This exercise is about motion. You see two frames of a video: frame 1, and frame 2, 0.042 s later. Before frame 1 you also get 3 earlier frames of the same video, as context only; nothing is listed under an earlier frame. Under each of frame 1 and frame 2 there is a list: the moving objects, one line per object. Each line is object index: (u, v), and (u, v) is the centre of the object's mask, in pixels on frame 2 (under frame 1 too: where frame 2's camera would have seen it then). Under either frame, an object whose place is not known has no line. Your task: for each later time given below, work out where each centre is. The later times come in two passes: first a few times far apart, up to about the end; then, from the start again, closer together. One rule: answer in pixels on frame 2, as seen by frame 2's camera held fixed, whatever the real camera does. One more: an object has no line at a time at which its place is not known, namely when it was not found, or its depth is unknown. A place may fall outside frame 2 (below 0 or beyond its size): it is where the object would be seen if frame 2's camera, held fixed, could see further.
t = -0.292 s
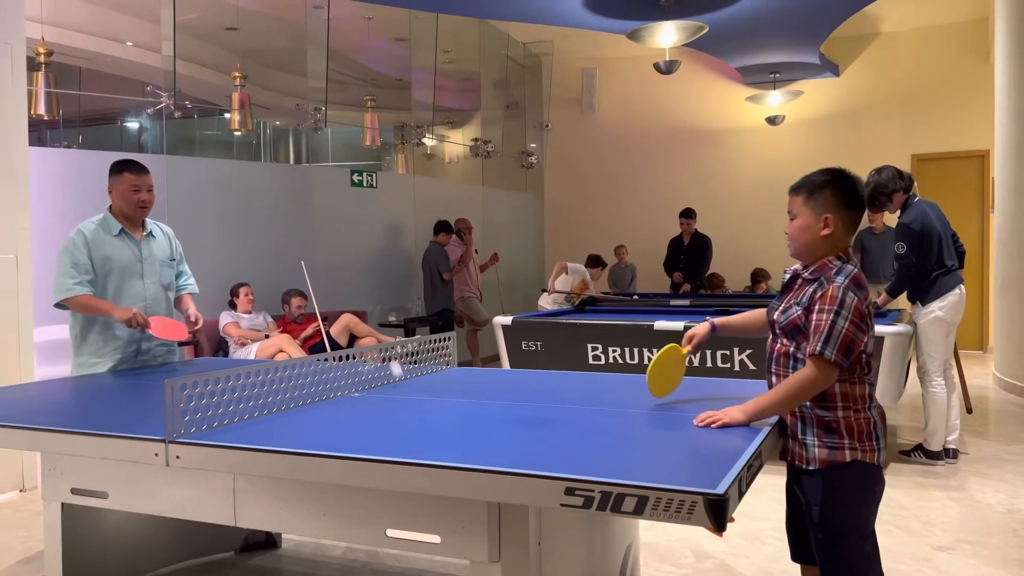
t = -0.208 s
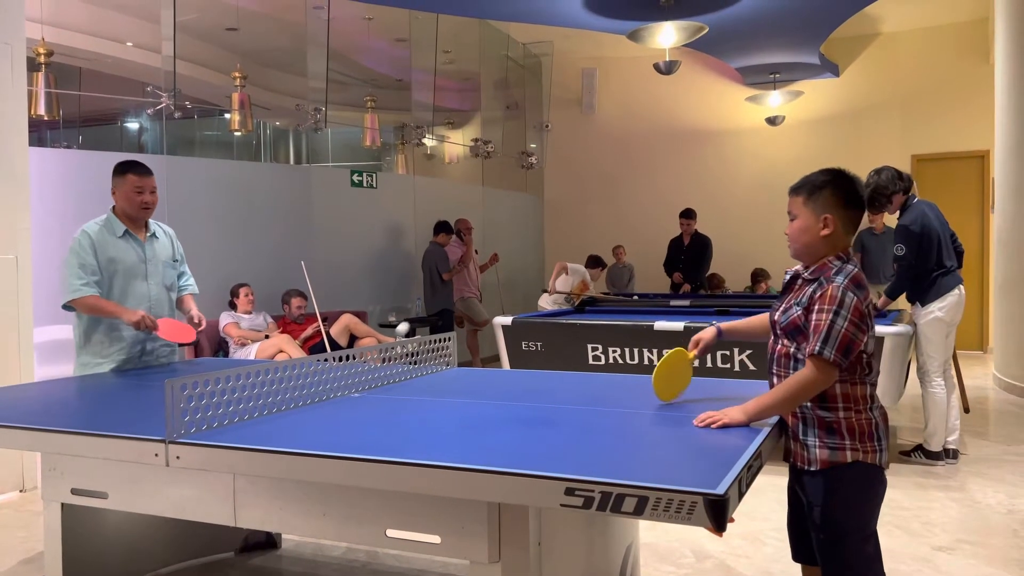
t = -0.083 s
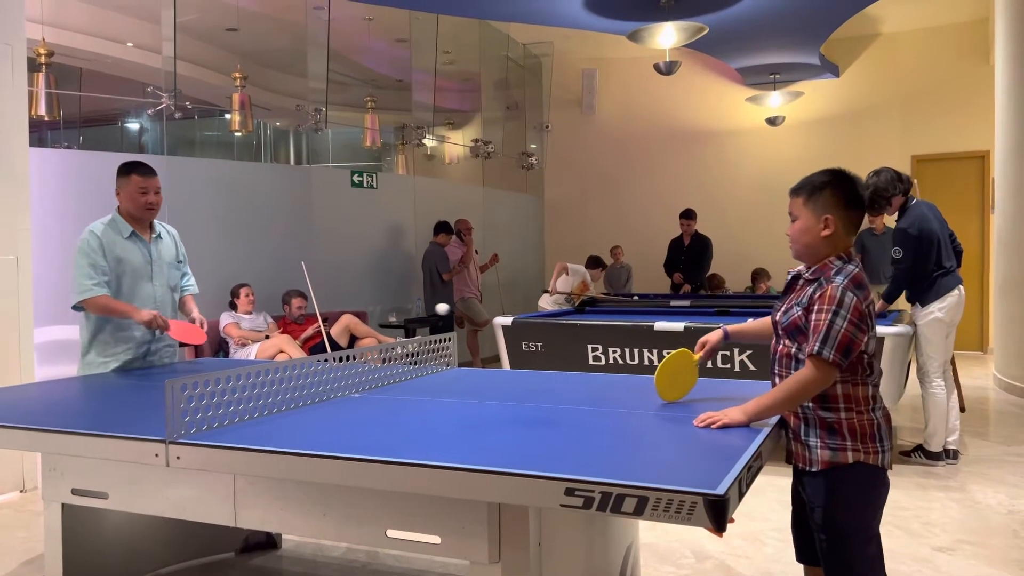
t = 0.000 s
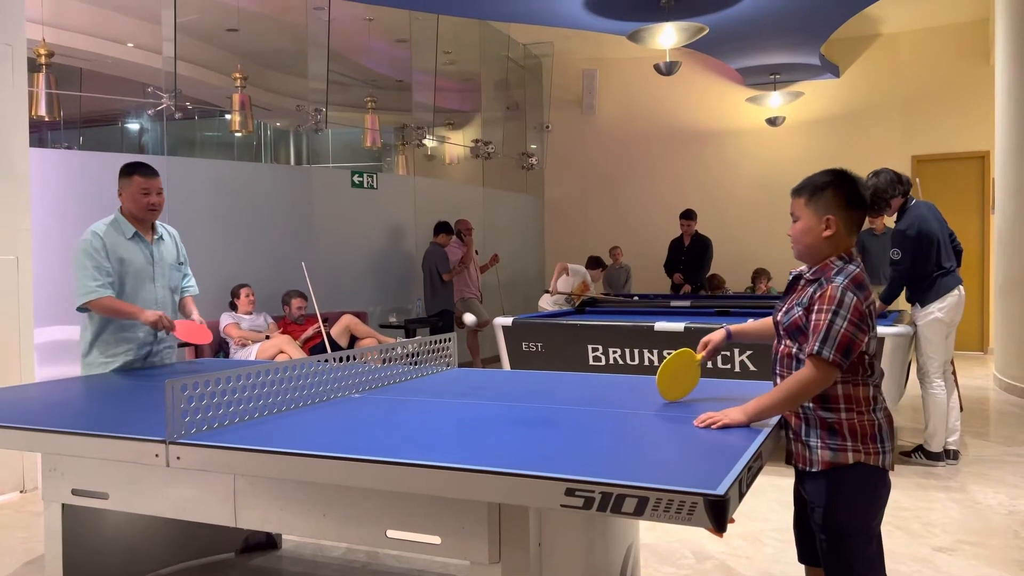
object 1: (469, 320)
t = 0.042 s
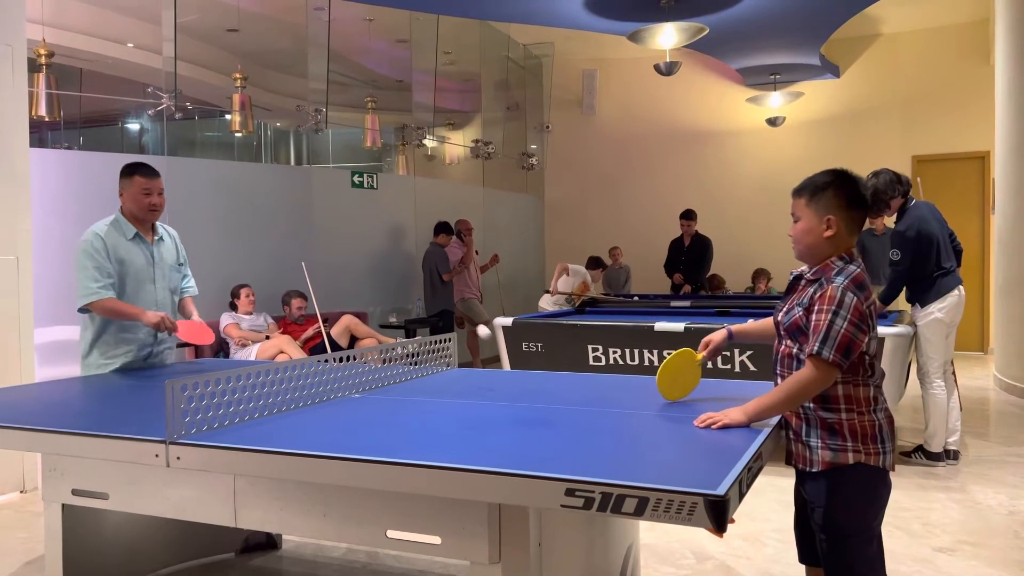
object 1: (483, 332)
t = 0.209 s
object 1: (528, 359)
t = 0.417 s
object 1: (557, 335)
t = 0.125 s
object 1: (512, 371)
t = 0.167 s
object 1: (523, 377)
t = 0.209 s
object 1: (528, 359)
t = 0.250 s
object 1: (534, 343)
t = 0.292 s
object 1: (539, 334)
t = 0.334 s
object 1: (545, 329)
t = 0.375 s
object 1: (551, 329)
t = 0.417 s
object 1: (557, 335)
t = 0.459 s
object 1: (563, 346)
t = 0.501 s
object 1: (569, 362)
